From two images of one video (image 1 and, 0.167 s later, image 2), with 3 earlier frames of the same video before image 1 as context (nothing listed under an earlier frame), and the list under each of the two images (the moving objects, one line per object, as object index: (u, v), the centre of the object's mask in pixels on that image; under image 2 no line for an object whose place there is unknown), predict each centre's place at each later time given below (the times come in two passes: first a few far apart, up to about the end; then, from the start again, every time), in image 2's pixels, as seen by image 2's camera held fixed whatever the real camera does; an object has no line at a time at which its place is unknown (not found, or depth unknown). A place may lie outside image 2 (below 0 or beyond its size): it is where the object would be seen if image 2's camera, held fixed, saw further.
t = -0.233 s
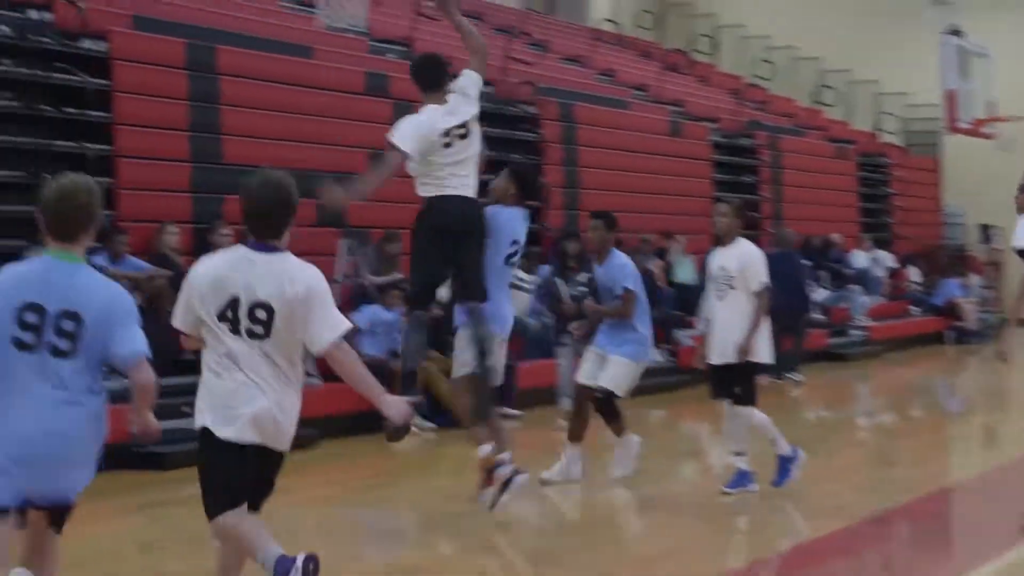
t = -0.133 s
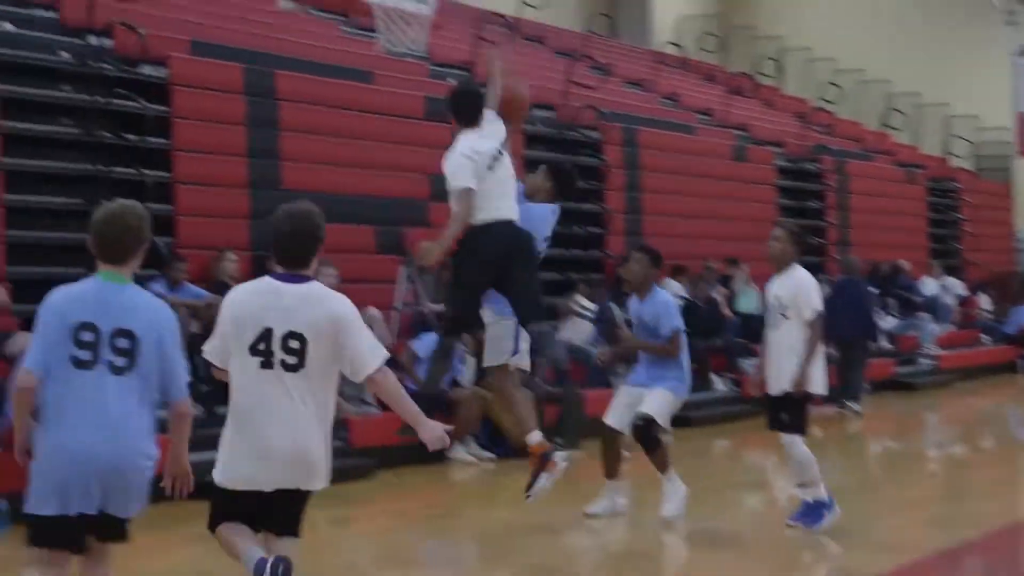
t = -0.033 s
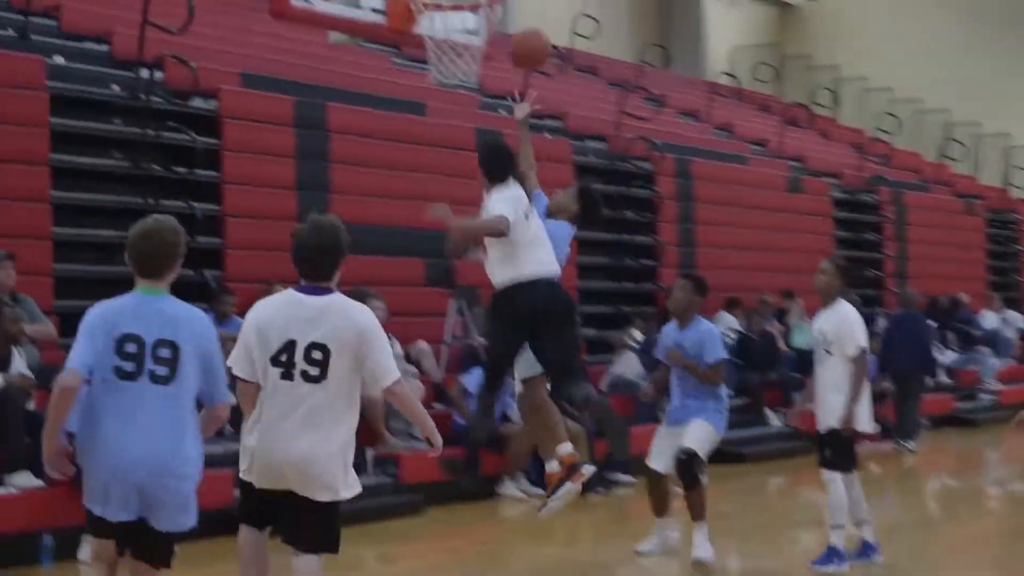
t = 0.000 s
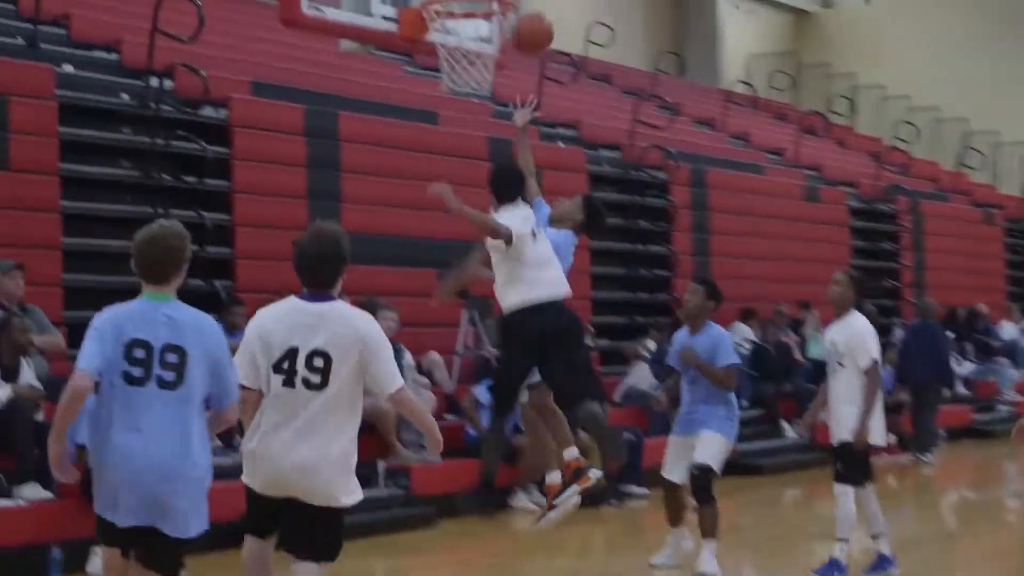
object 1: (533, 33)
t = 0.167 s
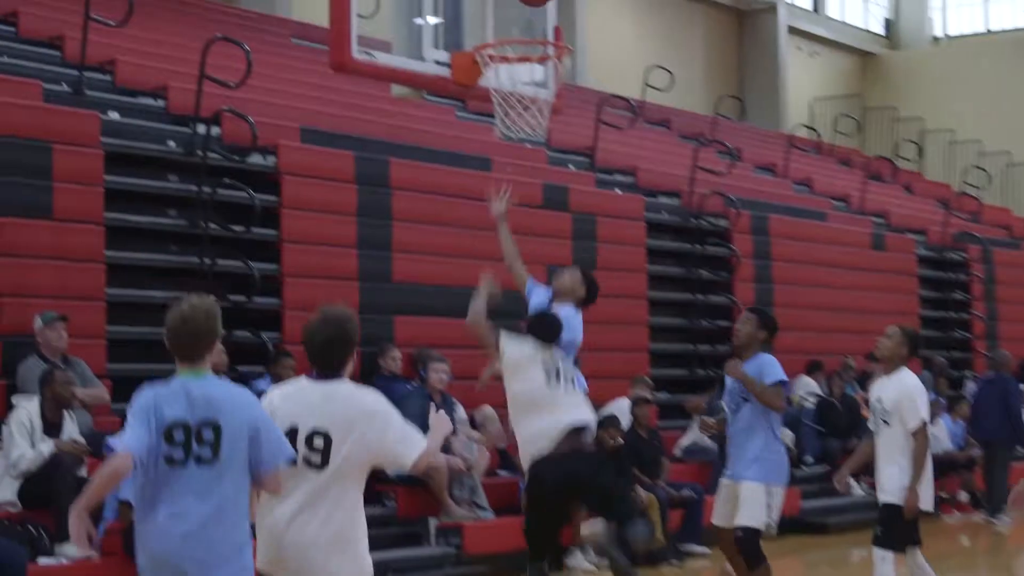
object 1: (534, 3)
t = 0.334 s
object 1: (549, -23)
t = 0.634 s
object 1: (592, 29)
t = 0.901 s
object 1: (679, 71)
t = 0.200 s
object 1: (537, -5)
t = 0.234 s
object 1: (541, -12)
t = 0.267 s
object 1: (543, -17)
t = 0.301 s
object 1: (545, -21)
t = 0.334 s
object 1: (549, -23)
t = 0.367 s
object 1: (553, -24)
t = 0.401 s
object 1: (557, -24)
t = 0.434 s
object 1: (560, -22)
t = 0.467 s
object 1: (564, -13)
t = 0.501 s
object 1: (567, -3)
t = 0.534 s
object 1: (571, 10)
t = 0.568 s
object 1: (575, 25)
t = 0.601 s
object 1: (582, 33)
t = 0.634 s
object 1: (592, 29)
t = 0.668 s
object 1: (604, 27)
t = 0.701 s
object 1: (615, 28)
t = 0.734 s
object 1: (626, 31)
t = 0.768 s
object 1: (637, 36)
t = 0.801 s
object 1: (647, 40)
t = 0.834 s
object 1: (658, 48)
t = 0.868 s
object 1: (668, 57)
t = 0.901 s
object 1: (679, 71)
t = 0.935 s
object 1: (690, 86)
